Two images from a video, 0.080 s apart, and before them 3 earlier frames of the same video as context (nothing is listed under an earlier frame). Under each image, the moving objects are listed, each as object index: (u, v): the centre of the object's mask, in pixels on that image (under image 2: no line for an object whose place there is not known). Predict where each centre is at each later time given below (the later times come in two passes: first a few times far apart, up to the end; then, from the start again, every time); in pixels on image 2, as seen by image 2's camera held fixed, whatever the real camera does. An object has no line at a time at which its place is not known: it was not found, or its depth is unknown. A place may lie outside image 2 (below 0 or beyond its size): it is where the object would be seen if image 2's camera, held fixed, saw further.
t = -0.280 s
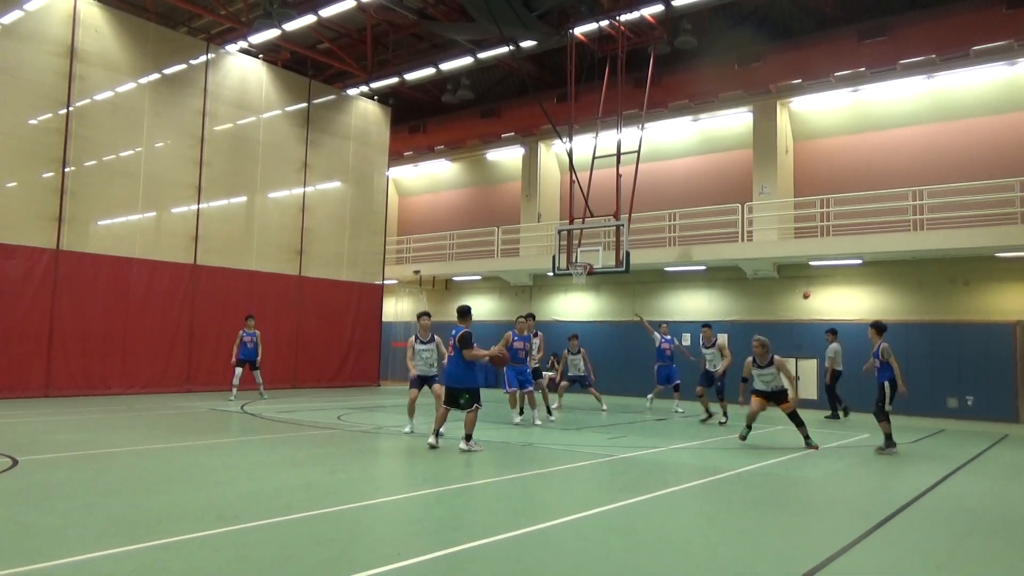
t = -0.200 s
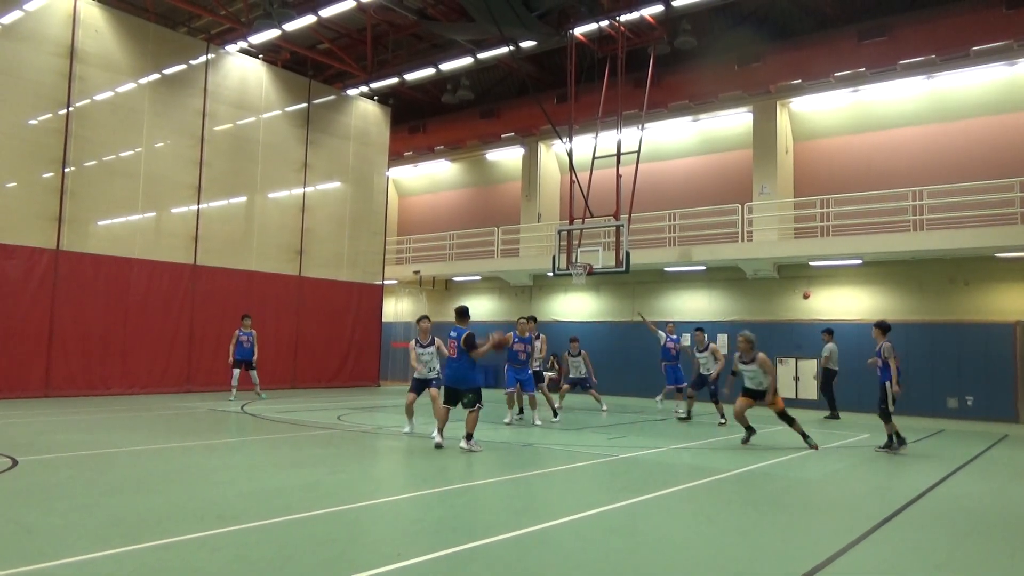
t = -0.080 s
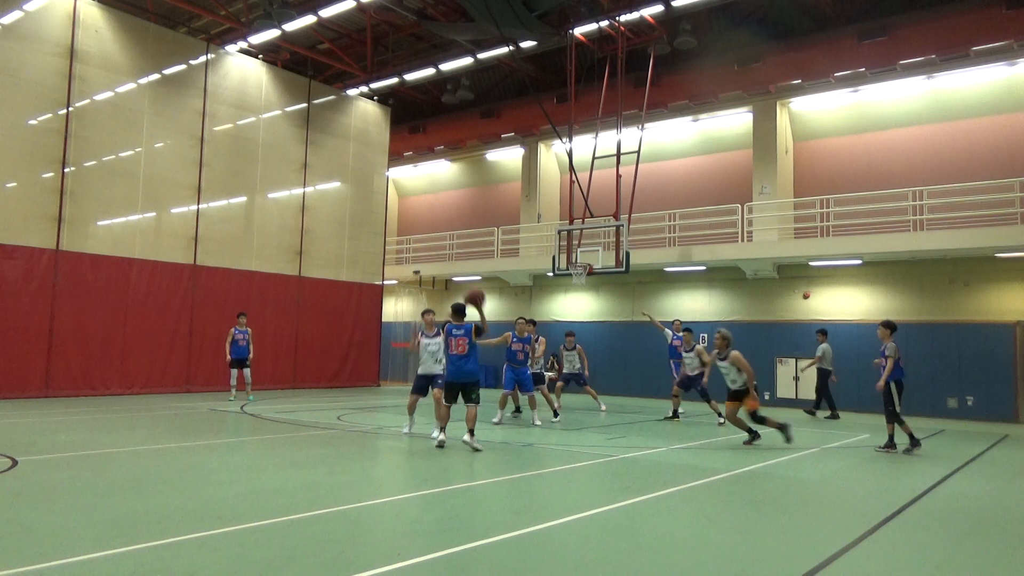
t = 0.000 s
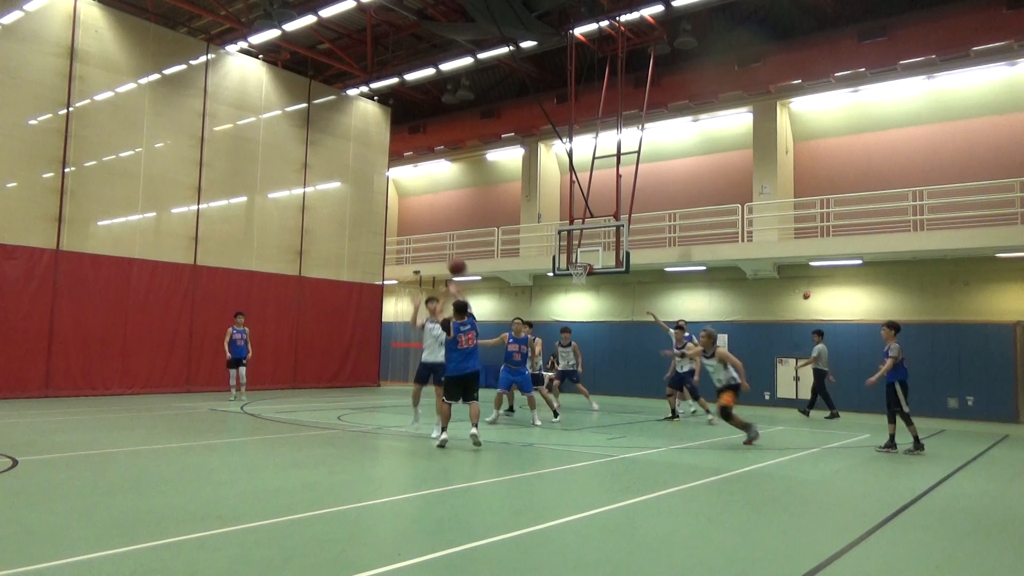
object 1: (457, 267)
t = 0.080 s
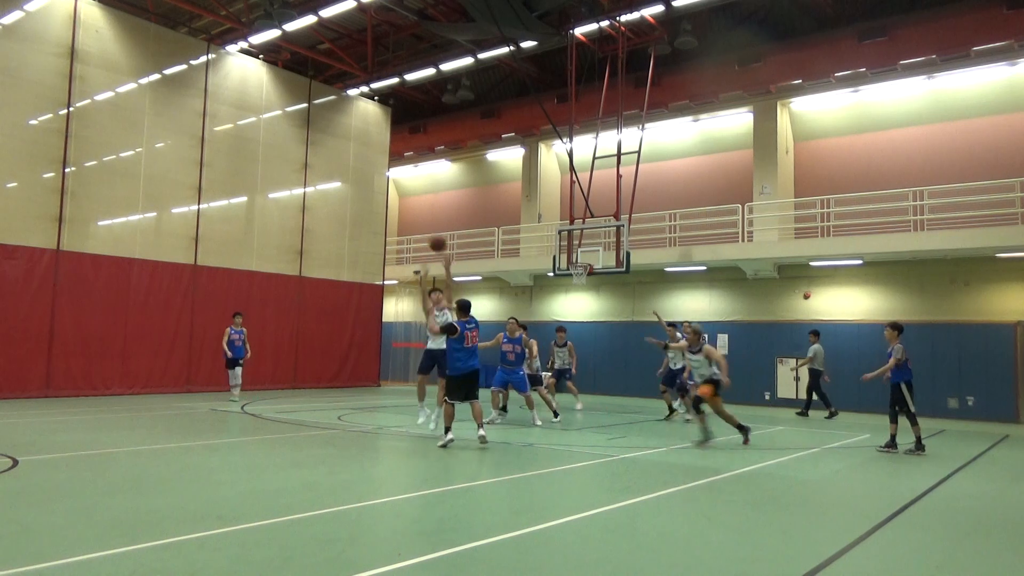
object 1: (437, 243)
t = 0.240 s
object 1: (403, 215)
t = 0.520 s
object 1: (353, 209)
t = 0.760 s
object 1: (319, 236)
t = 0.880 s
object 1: (303, 259)
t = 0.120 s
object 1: (428, 234)
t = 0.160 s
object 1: (419, 226)
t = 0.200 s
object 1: (411, 220)
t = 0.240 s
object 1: (403, 215)
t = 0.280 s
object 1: (395, 211)
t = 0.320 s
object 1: (388, 208)
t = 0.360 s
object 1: (380, 206)
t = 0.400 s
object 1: (373, 205)
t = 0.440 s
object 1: (366, 206)
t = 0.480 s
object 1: (360, 207)
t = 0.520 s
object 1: (353, 209)
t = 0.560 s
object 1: (347, 211)
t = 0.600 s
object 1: (341, 215)
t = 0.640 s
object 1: (335, 219)
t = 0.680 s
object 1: (330, 224)
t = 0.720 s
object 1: (324, 229)
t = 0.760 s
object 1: (319, 236)
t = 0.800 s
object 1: (313, 243)
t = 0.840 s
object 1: (308, 251)
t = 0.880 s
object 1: (303, 259)
